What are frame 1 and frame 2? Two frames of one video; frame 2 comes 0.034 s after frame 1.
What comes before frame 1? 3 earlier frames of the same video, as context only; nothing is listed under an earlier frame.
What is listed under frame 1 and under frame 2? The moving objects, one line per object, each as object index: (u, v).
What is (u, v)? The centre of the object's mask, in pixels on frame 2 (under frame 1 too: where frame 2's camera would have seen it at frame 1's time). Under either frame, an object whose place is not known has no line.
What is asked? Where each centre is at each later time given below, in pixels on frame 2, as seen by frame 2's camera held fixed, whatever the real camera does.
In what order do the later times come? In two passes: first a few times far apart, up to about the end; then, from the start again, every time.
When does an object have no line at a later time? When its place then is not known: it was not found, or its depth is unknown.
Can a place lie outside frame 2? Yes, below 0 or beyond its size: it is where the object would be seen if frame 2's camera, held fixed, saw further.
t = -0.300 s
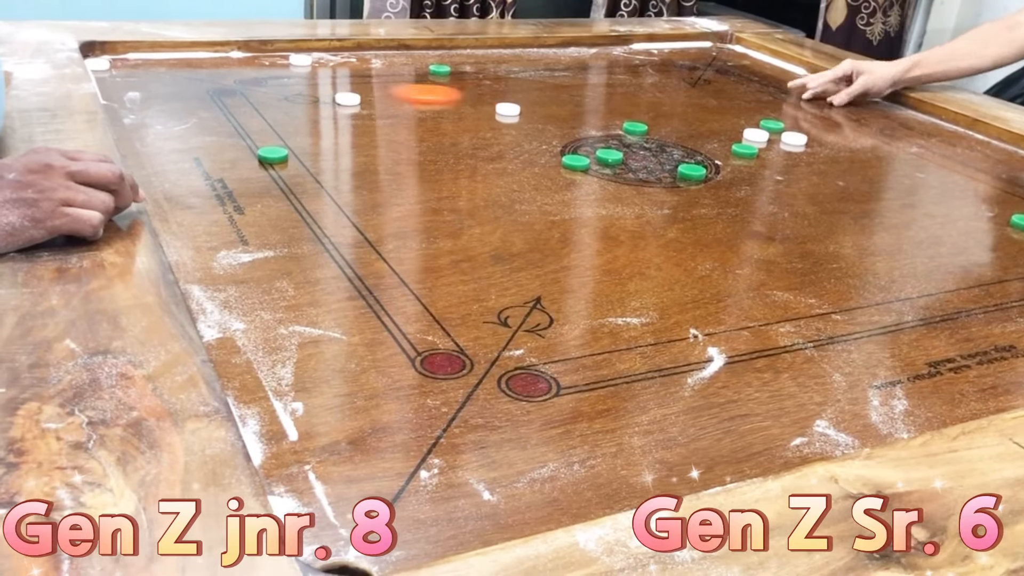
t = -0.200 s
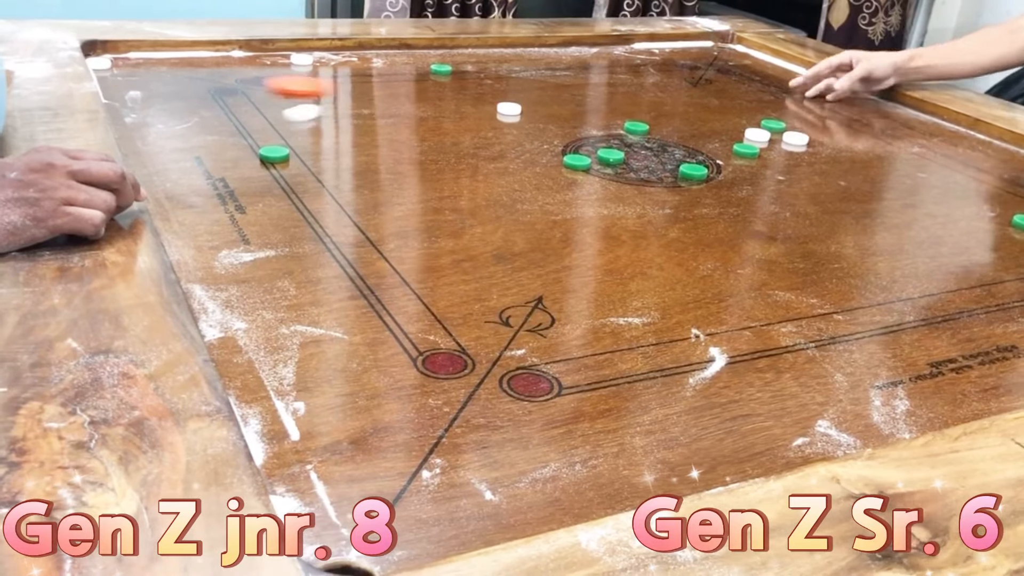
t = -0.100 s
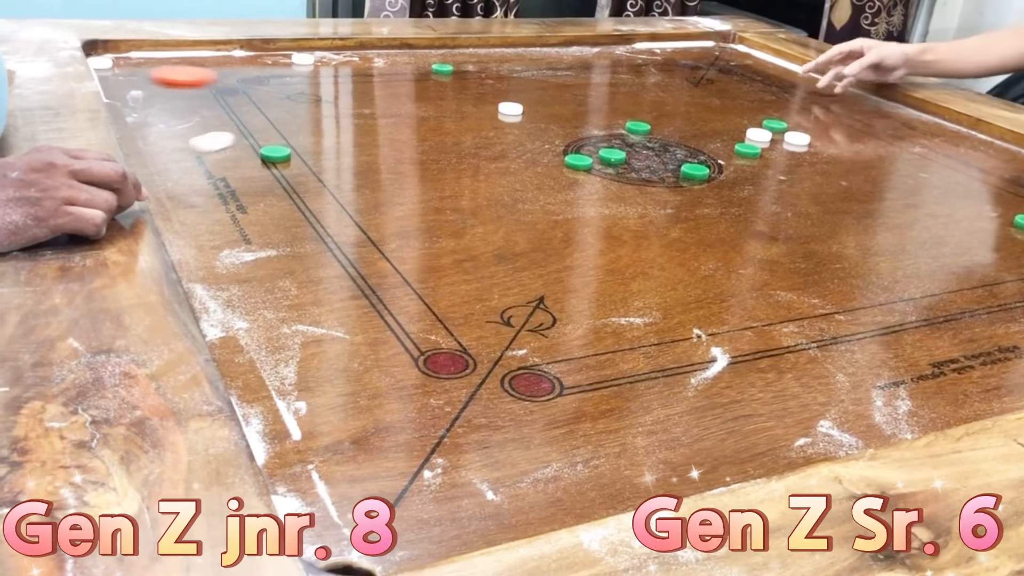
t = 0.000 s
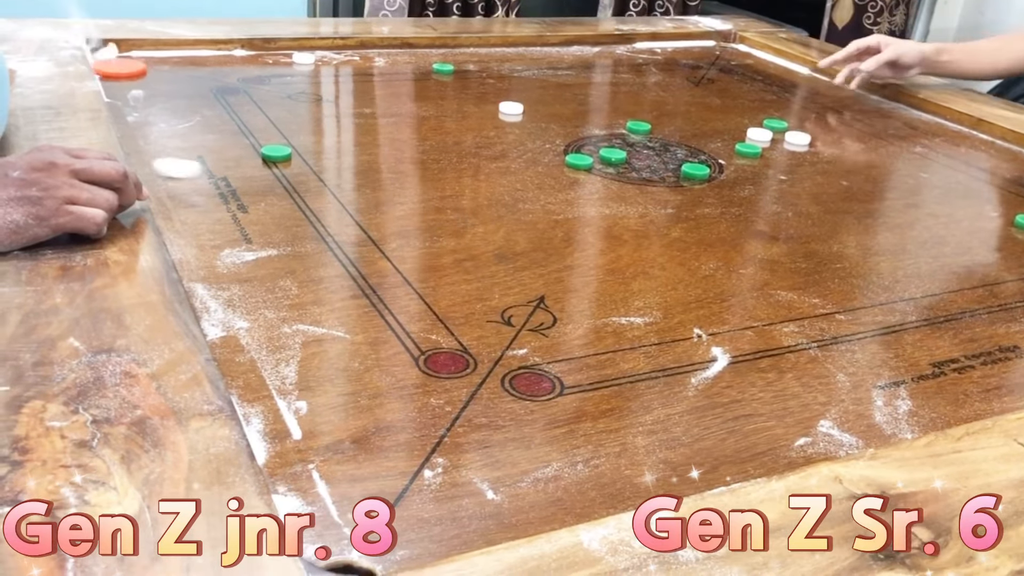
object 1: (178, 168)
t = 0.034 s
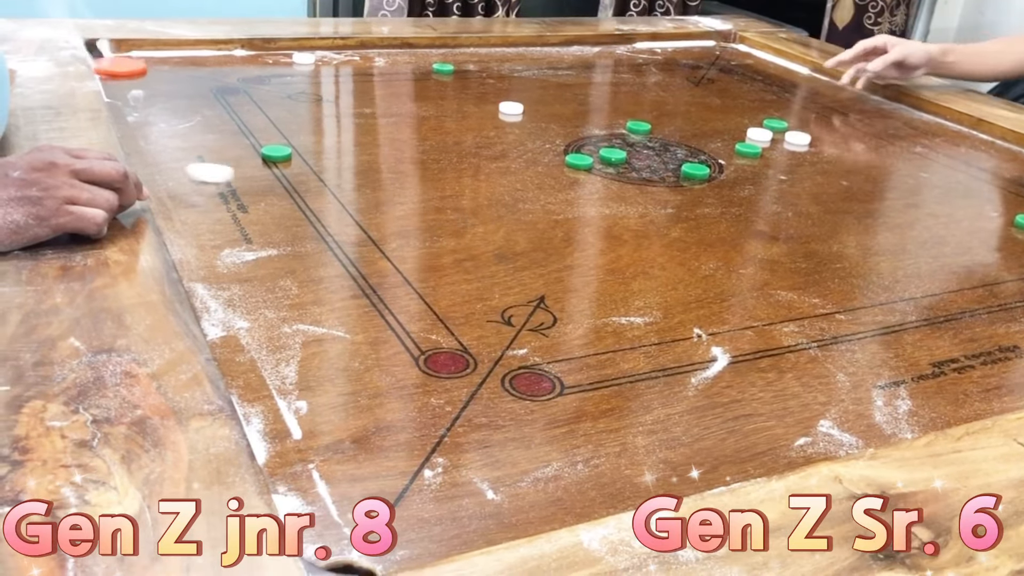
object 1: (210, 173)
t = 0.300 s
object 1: (440, 206)
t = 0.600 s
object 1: (613, 233)
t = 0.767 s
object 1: (670, 243)
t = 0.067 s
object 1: (242, 177)
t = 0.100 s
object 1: (274, 182)
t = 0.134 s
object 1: (304, 186)
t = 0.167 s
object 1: (333, 191)
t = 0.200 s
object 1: (361, 195)
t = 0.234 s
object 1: (389, 199)
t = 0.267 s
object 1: (414, 203)
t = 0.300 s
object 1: (440, 206)
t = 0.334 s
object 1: (463, 210)
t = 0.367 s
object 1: (486, 214)
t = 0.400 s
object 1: (507, 217)
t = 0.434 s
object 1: (527, 220)
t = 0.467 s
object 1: (547, 223)
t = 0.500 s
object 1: (565, 226)
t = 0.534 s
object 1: (582, 229)
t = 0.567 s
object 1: (598, 231)
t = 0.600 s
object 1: (613, 233)
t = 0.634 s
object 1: (626, 236)
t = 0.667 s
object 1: (639, 238)
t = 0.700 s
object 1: (650, 240)
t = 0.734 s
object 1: (661, 241)
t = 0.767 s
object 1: (670, 243)
